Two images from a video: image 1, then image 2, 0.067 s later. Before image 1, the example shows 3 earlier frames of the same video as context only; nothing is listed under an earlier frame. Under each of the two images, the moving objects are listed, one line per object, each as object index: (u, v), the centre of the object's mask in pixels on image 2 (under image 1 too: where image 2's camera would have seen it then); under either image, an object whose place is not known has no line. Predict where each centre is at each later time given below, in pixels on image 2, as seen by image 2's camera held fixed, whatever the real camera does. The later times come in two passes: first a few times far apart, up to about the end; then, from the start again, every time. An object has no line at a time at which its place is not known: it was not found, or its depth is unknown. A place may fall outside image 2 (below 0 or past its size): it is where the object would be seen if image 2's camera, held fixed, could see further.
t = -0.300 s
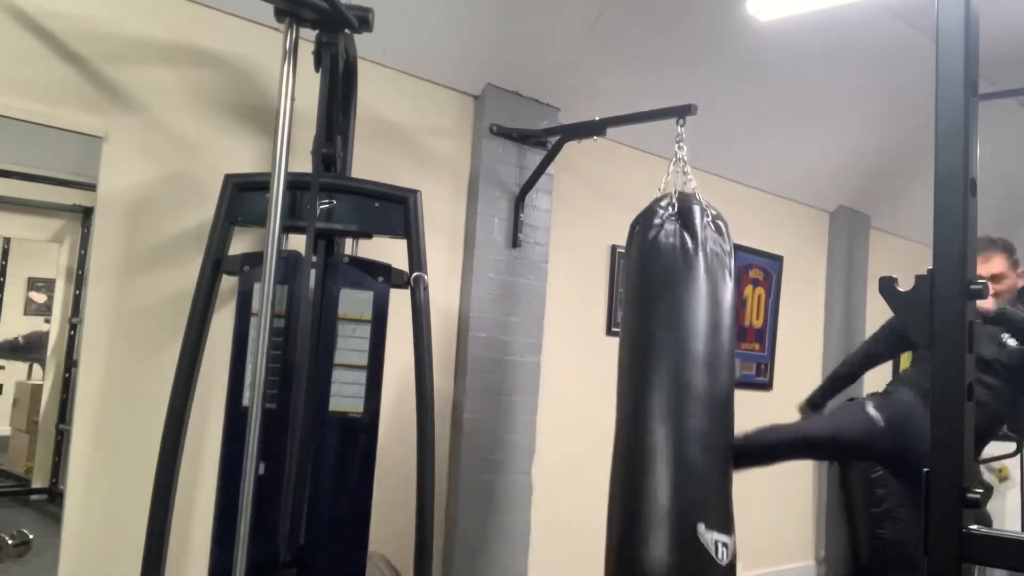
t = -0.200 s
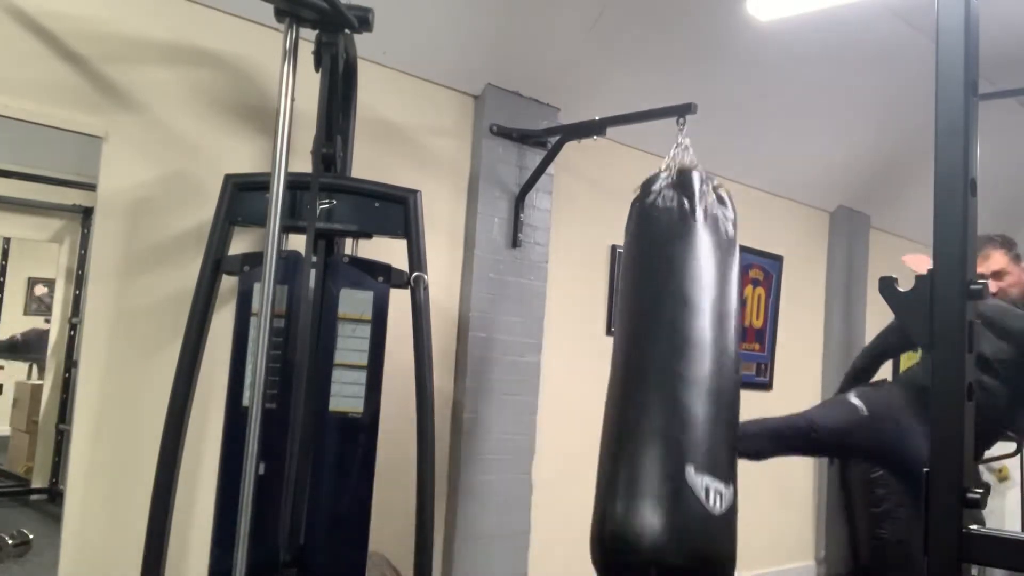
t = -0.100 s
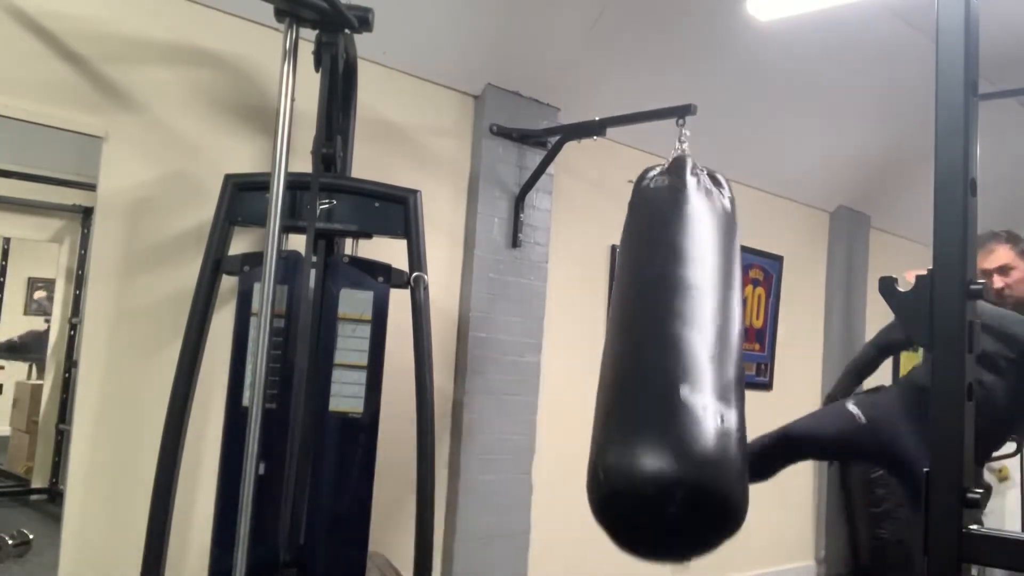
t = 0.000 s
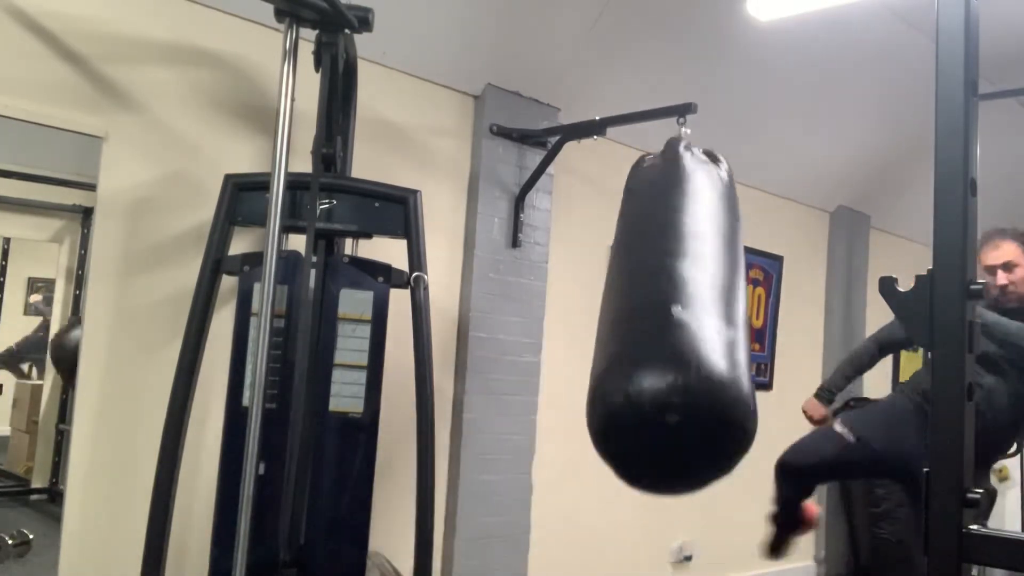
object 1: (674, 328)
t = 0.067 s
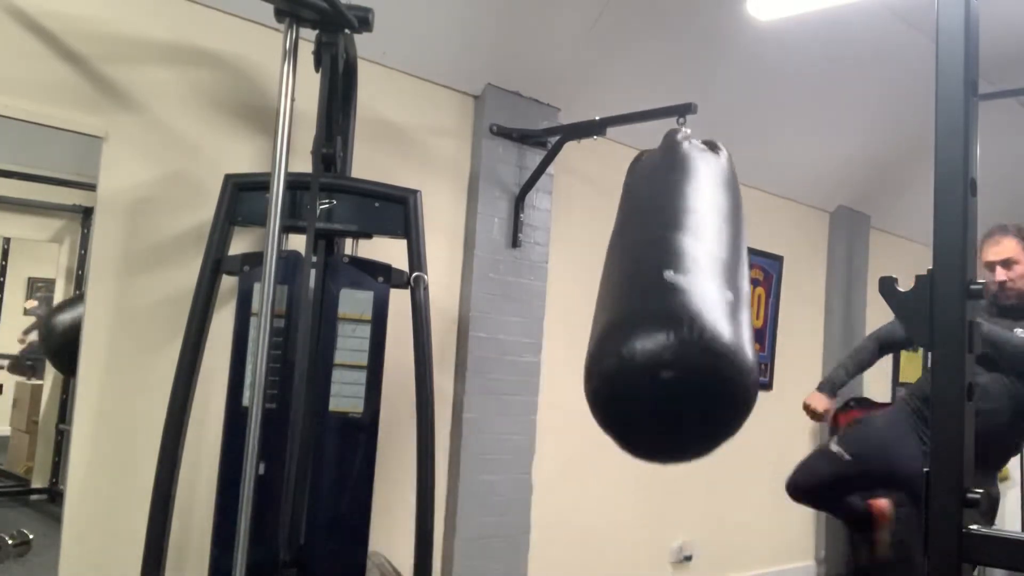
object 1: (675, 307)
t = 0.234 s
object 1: (673, 296)
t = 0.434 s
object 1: (668, 354)
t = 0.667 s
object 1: (666, 391)
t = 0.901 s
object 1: (668, 388)
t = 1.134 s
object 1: (673, 329)
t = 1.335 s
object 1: (679, 297)
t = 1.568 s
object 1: (695, 316)
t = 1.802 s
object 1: (702, 377)
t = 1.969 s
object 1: (698, 393)
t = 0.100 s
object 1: (674, 301)
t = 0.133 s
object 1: (674, 295)
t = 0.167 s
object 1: (674, 293)
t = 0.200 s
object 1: (673, 293)
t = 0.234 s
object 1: (673, 296)
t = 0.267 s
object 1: (672, 301)
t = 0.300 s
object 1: (671, 308)
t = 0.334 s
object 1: (670, 318)
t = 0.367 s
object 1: (669, 329)
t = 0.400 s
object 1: (669, 341)
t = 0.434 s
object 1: (668, 354)
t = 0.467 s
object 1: (667, 367)
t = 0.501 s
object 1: (666, 379)
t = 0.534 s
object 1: (666, 384)
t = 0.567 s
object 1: (666, 387)
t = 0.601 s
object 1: (666, 389)
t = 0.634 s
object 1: (666, 390)
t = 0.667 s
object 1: (666, 391)
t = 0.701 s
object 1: (667, 391)
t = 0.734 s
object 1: (667, 391)
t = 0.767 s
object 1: (667, 391)
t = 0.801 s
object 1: (667, 391)
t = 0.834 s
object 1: (668, 391)
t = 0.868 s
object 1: (668, 390)
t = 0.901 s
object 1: (668, 388)
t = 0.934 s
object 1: (669, 385)
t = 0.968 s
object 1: (669, 377)
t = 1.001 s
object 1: (670, 367)
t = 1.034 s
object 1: (671, 357)
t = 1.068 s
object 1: (671, 347)
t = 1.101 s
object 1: (672, 338)
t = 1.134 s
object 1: (673, 329)
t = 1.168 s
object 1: (673, 320)
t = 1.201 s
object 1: (674, 312)
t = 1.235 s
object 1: (674, 306)
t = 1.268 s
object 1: (675, 302)
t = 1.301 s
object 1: (677, 298)
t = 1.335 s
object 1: (679, 297)
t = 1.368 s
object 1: (682, 297)
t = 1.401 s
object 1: (684, 299)
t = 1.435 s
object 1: (687, 301)
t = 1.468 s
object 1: (689, 303)
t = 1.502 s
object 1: (691, 306)
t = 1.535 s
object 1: (693, 310)
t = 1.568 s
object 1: (695, 316)
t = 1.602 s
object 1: (696, 323)
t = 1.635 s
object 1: (697, 331)
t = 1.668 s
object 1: (697, 340)
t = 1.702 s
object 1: (698, 349)
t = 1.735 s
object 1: (699, 358)
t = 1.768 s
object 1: (701, 367)
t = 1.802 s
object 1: (702, 377)
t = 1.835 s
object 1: (702, 386)
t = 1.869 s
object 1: (702, 389)
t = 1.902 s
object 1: (701, 390)
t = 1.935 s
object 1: (699, 392)
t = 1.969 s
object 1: (698, 393)
